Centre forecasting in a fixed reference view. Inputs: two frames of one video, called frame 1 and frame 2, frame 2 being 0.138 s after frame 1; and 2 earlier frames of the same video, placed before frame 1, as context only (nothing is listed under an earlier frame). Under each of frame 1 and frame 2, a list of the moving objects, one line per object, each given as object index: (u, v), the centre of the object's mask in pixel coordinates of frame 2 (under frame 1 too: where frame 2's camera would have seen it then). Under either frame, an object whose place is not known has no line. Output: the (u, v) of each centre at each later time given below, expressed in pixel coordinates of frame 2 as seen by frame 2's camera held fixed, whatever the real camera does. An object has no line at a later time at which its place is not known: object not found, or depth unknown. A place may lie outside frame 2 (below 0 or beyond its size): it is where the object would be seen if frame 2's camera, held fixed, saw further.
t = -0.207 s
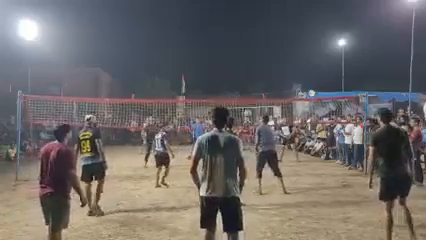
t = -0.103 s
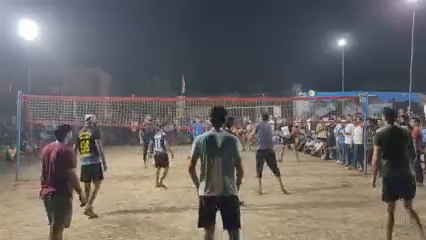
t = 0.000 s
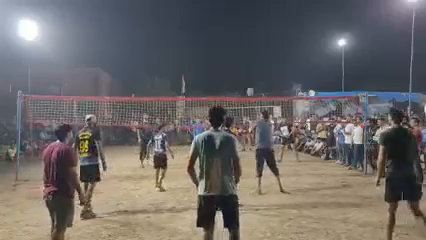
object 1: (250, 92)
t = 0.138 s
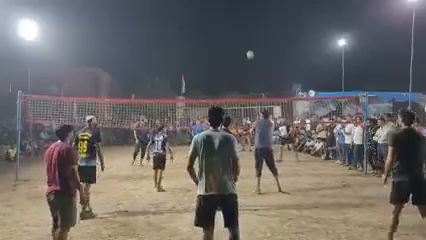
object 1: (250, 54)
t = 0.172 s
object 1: (249, 47)
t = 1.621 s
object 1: (257, 81)
